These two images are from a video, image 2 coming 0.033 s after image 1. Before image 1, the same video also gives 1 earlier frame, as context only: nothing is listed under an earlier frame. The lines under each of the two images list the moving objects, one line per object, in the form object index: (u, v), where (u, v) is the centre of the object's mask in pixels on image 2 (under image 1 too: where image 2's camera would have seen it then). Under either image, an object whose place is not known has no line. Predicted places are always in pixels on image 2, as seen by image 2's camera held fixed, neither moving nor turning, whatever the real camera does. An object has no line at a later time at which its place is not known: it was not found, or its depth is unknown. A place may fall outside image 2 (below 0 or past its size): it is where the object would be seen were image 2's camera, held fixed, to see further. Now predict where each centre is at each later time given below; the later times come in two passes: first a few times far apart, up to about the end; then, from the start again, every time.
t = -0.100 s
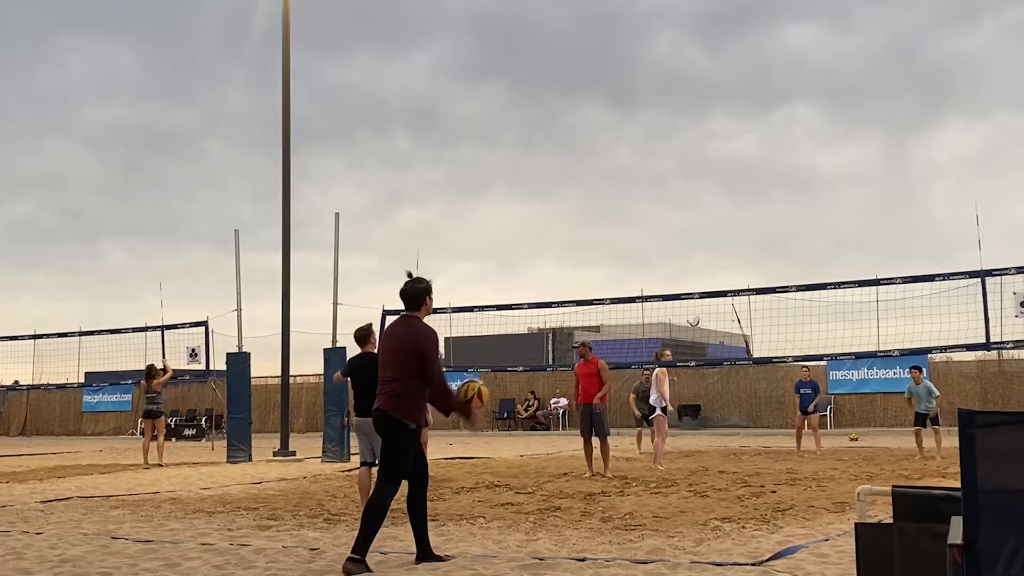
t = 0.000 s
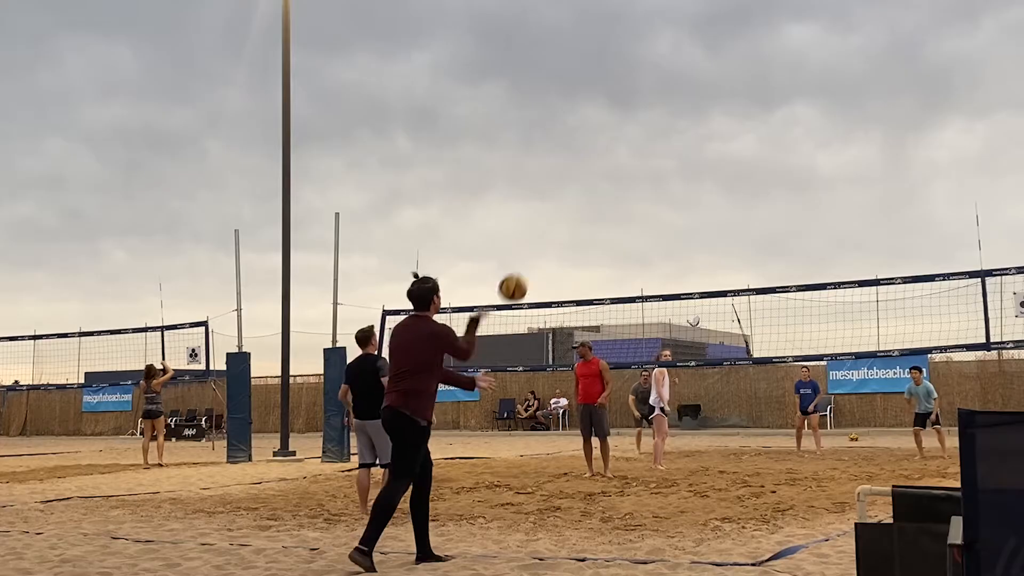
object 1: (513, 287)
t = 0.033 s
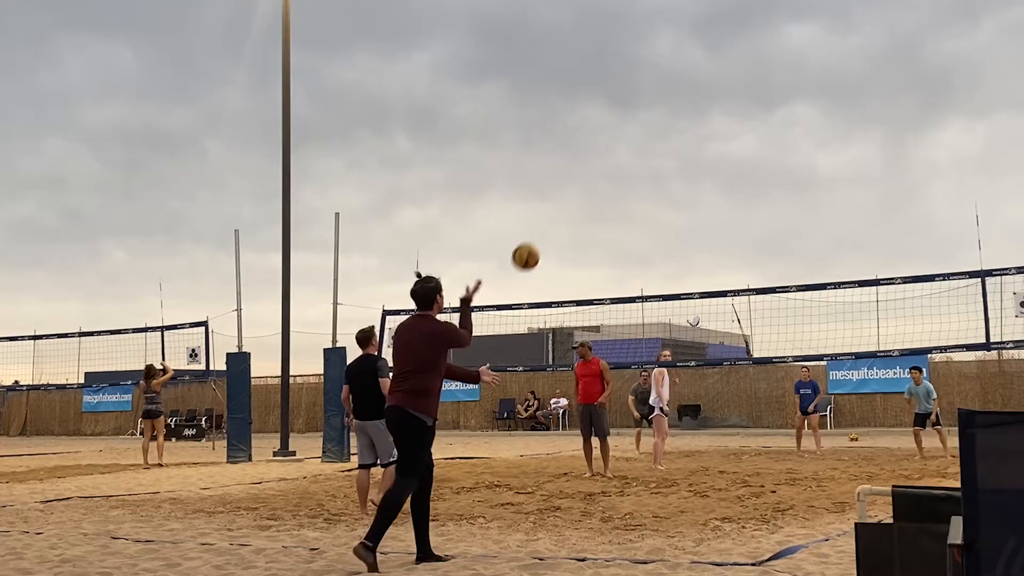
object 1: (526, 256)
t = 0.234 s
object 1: (590, 134)
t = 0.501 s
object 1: (654, 79)
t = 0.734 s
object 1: (697, 87)
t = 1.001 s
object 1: (735, 136)
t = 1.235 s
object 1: (765, 205)
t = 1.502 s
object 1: (799, 309)
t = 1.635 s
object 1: (814, 369)
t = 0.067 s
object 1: (538, 229)
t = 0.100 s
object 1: (550, 204)
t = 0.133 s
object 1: (561, 183)
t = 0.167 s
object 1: (571, 165)
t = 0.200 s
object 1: (581, 148)
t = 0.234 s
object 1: (590, 134)
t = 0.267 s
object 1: (599, 121)
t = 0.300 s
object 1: (608, 111)
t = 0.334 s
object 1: (616, 102)
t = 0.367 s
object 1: (624, 95)
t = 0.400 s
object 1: (632, 89)
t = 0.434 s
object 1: (640, 85)
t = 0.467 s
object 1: (647, 81)
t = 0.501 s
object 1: (654, 79)
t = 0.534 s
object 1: (661, 78)
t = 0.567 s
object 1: (667, 78)
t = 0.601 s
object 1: (674, 78)
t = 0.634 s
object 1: (680, 79)
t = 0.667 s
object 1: (686, 81)
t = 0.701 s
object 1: (691, 84)
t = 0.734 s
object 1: (697, 87)
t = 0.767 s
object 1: (702, 91)
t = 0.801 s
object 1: (707, 95)
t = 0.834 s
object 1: (712, 101)
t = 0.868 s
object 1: (717, 107)
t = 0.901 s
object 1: (722, 113)
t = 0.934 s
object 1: (726, 120)
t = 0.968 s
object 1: (731, 128)
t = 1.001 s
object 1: (735, 136)
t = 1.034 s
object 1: (740, 144)
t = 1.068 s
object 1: (744, 153)
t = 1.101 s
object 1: (749, 163)
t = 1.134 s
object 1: (753, 173)
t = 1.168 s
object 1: (757, 183)
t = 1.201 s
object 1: (761, 194)
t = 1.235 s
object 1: (765, 205)
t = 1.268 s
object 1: (770, 217)
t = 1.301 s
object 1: (774, 229)
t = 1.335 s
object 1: (778, 241)
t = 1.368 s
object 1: (782, 254)
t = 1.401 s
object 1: (787, 267)
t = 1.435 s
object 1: (791, 280)
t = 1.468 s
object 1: (795, 296)
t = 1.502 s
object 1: (799, 309)
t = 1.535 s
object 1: (803, 324)
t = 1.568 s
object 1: (806, 339)
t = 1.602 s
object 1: (810, 352)
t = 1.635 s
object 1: (814, 369)
